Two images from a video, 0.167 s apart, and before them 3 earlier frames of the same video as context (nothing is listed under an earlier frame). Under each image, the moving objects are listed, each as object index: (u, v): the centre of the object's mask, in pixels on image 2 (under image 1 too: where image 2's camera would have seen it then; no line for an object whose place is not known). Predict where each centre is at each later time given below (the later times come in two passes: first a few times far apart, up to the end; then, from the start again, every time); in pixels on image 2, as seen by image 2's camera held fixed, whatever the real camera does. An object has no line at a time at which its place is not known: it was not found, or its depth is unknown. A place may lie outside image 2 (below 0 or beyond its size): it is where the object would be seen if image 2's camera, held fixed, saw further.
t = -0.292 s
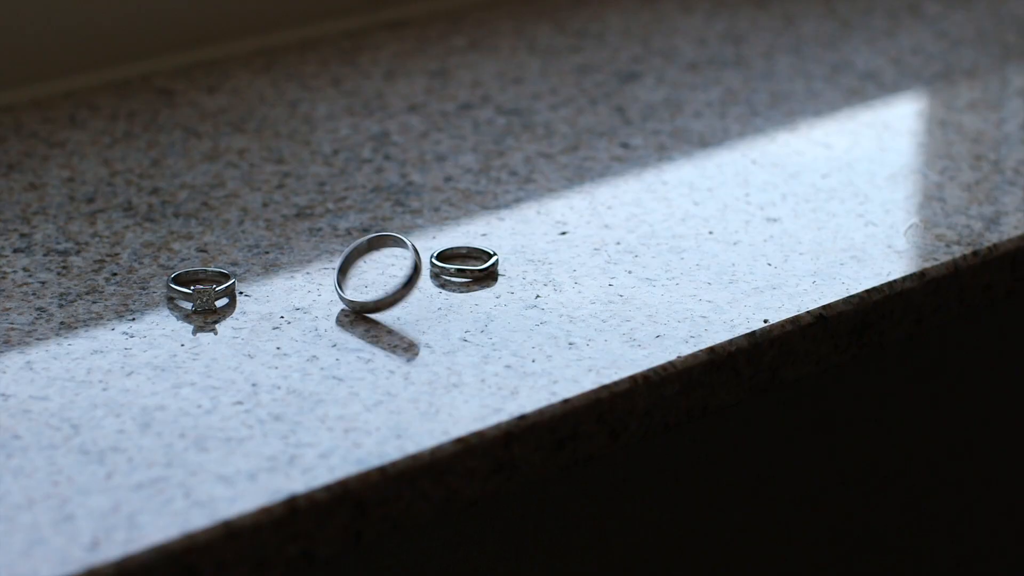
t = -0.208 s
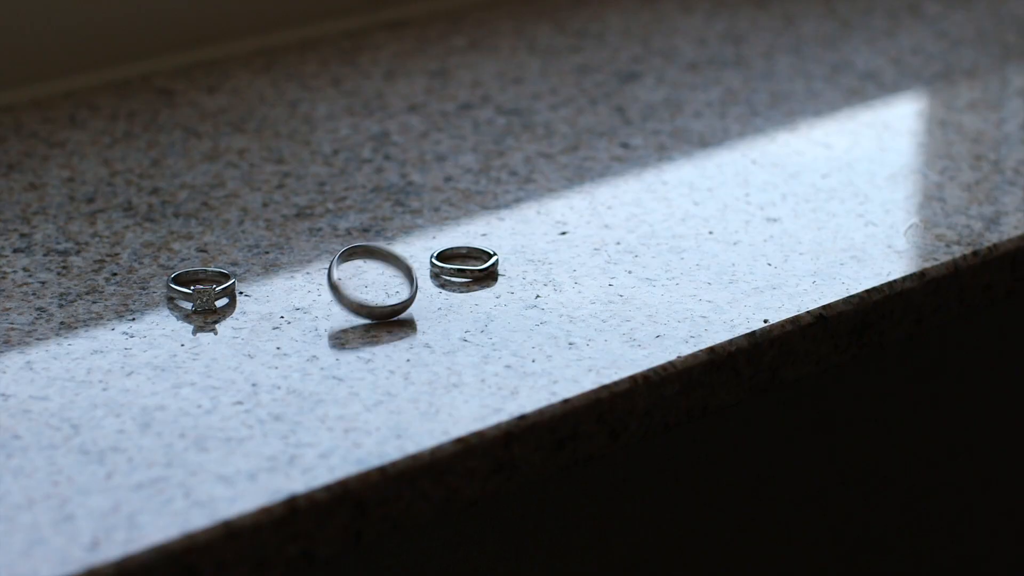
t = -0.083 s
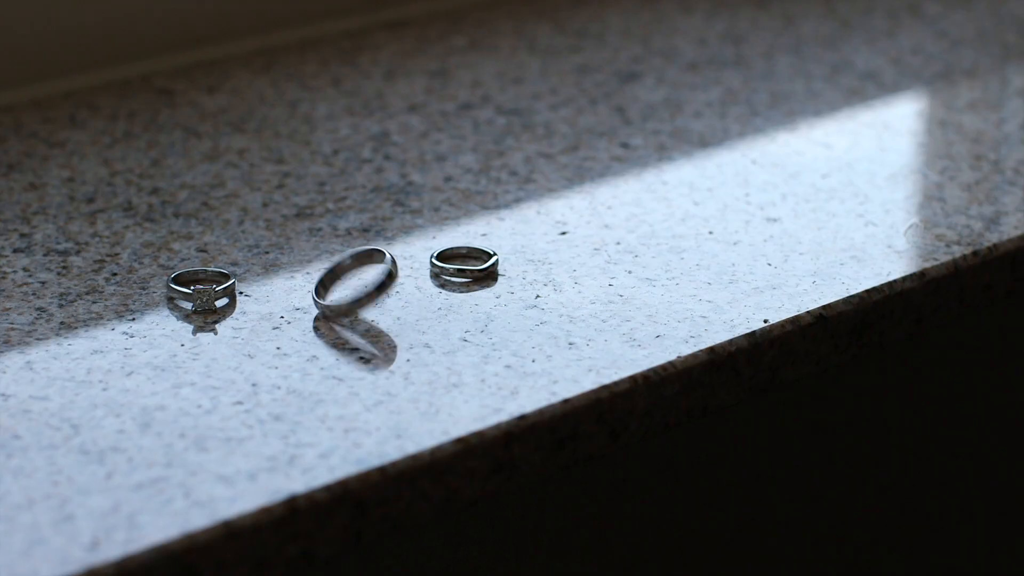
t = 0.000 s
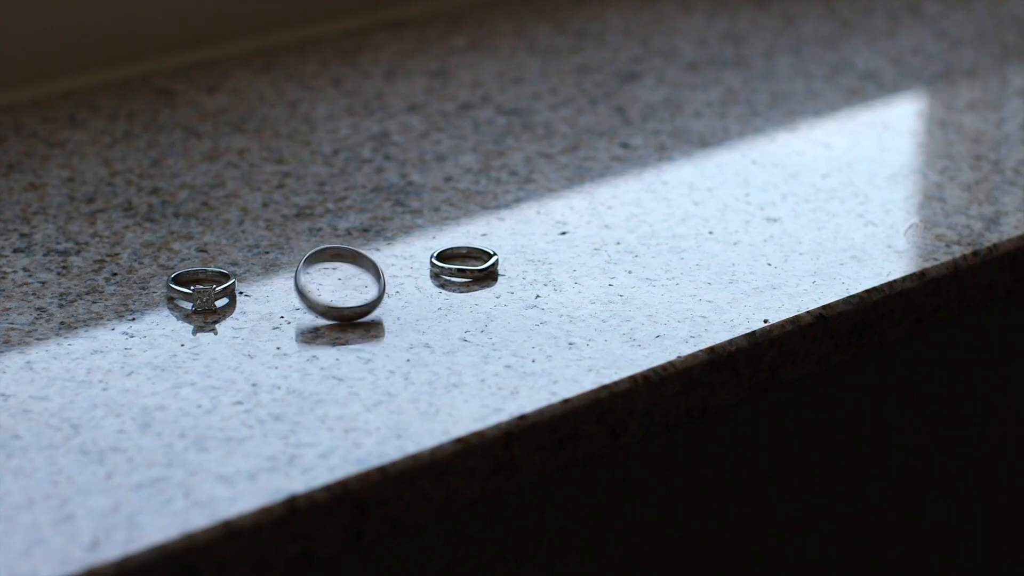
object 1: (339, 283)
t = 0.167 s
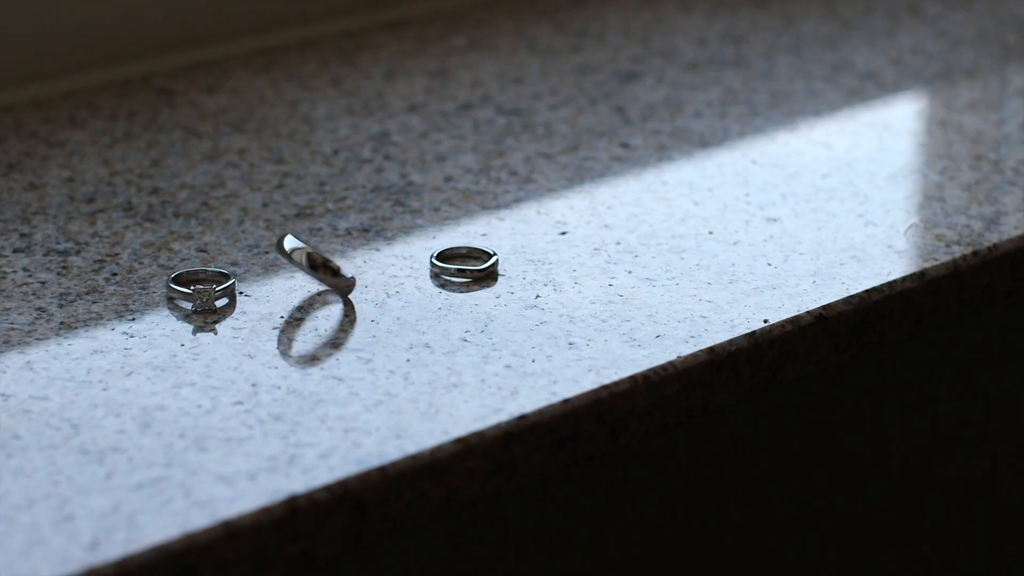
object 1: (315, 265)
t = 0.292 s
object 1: (312, 253)
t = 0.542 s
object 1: (339, 241)
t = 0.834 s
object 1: (398, 230)
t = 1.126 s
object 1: (394, 229)
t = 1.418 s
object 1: (357, 235)
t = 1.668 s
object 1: (370, 243)
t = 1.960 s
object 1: (376, 239)
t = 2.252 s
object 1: (371, 240)
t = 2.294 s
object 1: (371, 240)
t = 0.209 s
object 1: (311, 267)
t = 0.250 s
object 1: (311, 259)
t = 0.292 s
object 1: (312, 253)
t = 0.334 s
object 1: (313, 260)
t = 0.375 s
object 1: (316, 243)
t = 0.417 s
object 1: (320, 245)
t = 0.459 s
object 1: (326, 239)
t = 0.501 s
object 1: (333, 234)
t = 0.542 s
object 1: (339, 241)
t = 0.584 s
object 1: (348, 227)
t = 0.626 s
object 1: (355, 233)
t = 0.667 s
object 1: (364, 225)
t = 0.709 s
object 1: (372, 226)
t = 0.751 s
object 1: (381, 228)
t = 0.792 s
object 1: (390, 223)
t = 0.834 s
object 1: (398, 230)
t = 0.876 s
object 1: (406, 223)
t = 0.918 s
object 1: (414, 233)
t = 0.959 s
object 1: (418, 225)
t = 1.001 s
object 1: (416, 226)
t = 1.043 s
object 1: (409, 227)
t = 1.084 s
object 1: (402, 223)
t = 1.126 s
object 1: (394, 229)
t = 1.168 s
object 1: (388, 224)
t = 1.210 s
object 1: (381, 224)
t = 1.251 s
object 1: (373, 231)
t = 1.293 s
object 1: (367, 227)
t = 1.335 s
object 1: (362, 231)
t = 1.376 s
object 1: (361, 237)
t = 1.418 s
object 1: (357, 235)
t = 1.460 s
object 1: (357, 236)
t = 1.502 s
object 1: (358, 240)
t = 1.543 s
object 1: (359, 244)
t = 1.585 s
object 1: (362, 244)
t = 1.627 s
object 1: (366, 243)
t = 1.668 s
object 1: (370, 243)
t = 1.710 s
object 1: (374, 243)
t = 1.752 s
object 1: (378, 242)
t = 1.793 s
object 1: (380, 242)
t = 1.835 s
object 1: (381, 240)
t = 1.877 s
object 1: (381, 239)
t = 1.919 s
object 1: (379, 238)
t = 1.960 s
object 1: (376, 239)
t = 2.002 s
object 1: (372, 238)
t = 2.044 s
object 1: (369, 238)
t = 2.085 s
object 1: (368, 240)
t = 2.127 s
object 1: (369, 240)
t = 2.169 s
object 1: (370, 240)
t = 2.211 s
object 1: (372, 240)
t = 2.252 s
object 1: (371, 240)
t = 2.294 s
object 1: (371, 240)
